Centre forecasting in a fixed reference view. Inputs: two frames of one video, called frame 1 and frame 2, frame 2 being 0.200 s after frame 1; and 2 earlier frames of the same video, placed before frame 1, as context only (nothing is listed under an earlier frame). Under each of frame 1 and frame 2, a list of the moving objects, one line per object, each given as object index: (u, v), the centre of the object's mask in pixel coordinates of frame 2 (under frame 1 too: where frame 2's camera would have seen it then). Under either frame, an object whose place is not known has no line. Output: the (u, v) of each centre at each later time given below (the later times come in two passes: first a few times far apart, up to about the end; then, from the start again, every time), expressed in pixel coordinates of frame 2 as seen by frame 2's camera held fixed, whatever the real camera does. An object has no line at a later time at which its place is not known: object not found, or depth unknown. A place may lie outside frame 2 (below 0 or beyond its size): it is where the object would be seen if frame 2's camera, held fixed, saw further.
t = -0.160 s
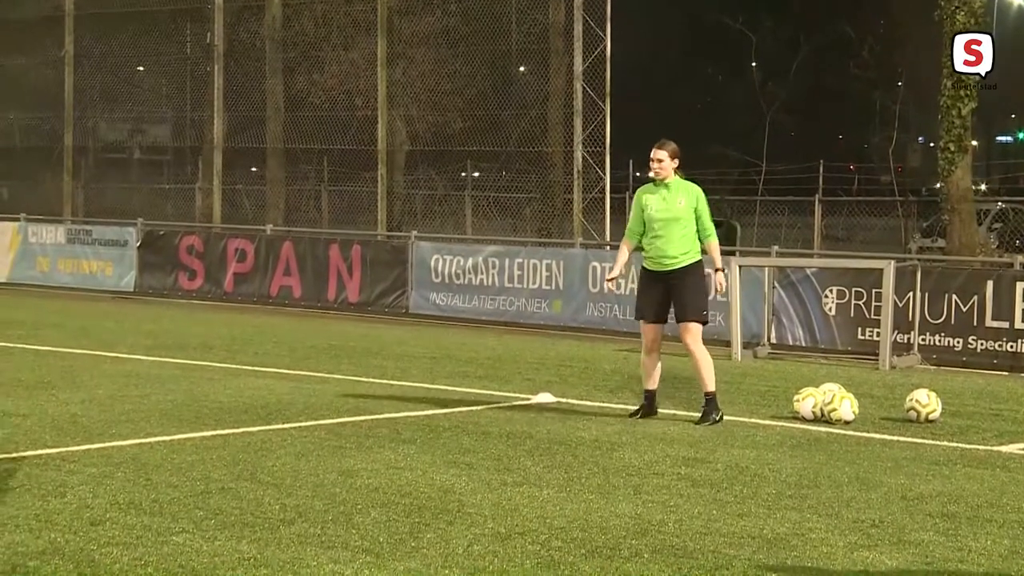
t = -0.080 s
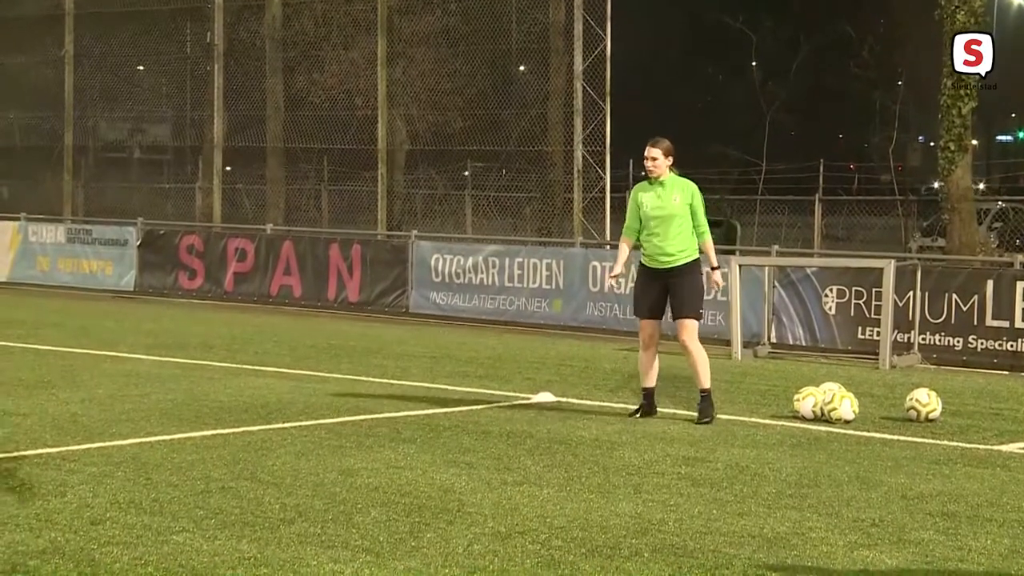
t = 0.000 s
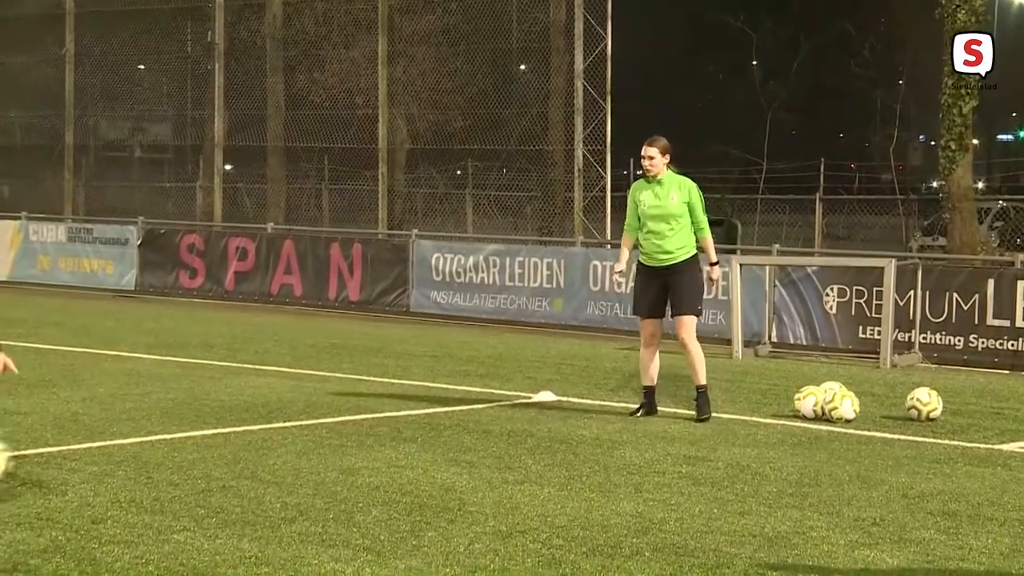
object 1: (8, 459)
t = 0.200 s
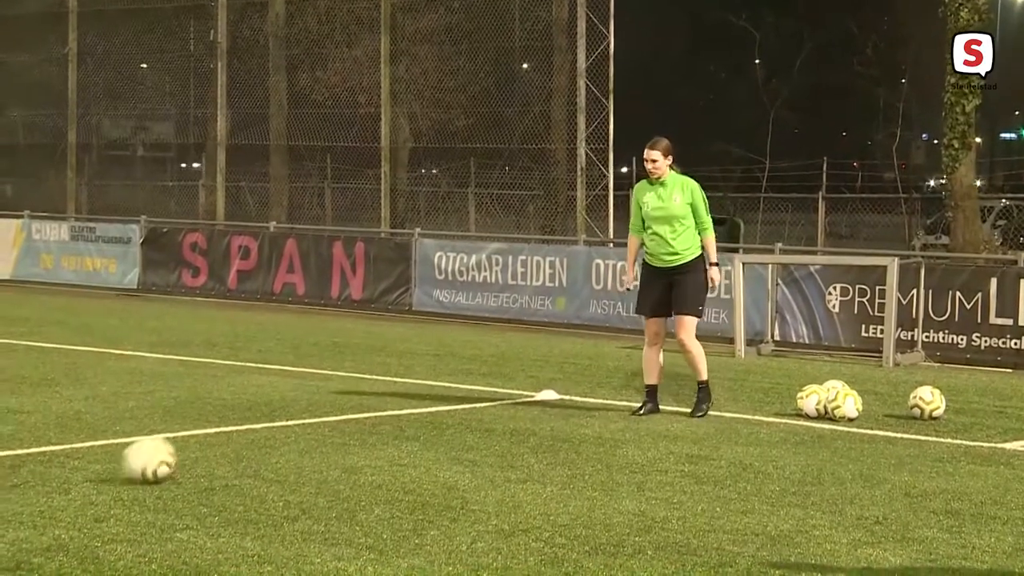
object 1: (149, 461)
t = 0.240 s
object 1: (173, 451)
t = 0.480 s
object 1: (303, 438)
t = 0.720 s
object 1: (416, 426)
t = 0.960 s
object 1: (512, 415)
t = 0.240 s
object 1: (173, 451)
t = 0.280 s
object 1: (195, 444)
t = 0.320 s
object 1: (218, 440)
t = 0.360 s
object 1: (241, 442)
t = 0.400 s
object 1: (261, 445)
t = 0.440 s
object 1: (283, 444)
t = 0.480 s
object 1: (303, 438)
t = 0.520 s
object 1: (323, 433)
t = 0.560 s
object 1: (343, 432)
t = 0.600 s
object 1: (362, 434)
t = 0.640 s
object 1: (380, 432)
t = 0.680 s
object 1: (399, 428)
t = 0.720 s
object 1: (416, 426)
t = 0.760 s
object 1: (433, 425)
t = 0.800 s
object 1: (449, 422)
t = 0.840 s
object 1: (465, 420)
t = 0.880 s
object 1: (481, 419)
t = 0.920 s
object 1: (497, 417)
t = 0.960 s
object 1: (512, 415)
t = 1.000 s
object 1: (527, 413)
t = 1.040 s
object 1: (542, 410)
